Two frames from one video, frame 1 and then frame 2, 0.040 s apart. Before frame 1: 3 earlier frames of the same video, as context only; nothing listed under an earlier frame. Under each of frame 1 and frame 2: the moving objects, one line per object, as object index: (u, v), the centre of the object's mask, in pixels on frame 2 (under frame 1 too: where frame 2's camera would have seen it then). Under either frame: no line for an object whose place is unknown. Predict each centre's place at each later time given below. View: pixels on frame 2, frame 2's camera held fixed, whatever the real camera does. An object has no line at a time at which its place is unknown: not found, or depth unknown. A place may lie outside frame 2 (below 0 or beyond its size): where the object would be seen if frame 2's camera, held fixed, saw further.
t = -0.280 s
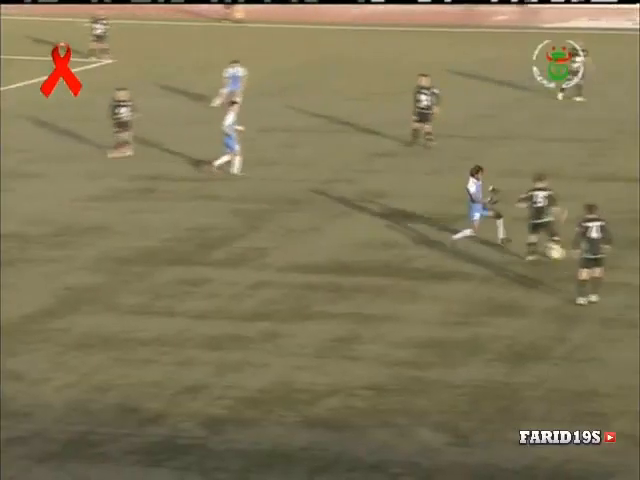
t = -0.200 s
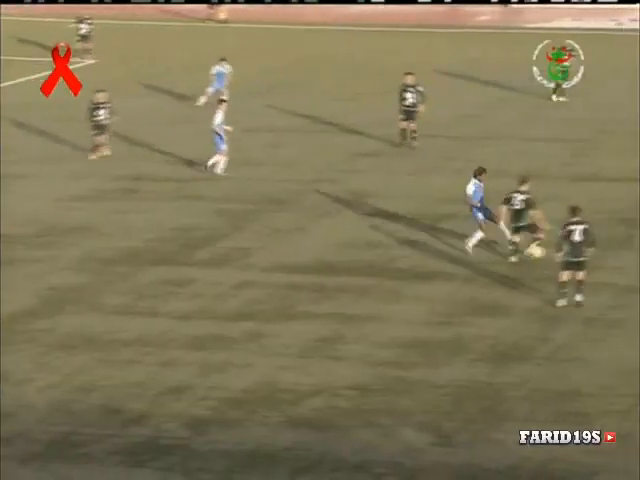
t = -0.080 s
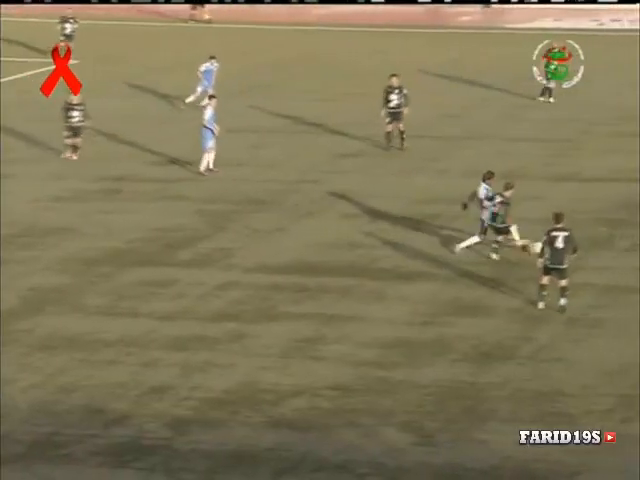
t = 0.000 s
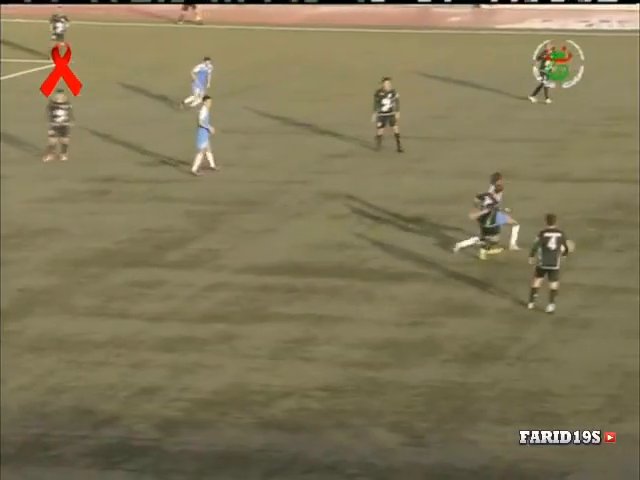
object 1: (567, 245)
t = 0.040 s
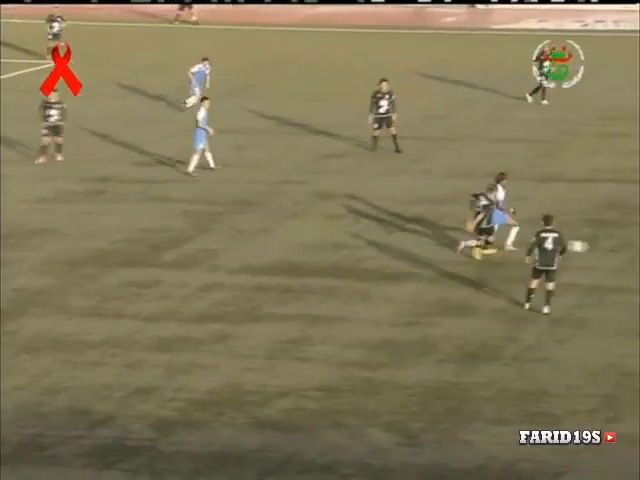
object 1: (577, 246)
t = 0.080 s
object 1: (591, 247)
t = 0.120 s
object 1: (605, 249)
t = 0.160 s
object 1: (619, 252)
